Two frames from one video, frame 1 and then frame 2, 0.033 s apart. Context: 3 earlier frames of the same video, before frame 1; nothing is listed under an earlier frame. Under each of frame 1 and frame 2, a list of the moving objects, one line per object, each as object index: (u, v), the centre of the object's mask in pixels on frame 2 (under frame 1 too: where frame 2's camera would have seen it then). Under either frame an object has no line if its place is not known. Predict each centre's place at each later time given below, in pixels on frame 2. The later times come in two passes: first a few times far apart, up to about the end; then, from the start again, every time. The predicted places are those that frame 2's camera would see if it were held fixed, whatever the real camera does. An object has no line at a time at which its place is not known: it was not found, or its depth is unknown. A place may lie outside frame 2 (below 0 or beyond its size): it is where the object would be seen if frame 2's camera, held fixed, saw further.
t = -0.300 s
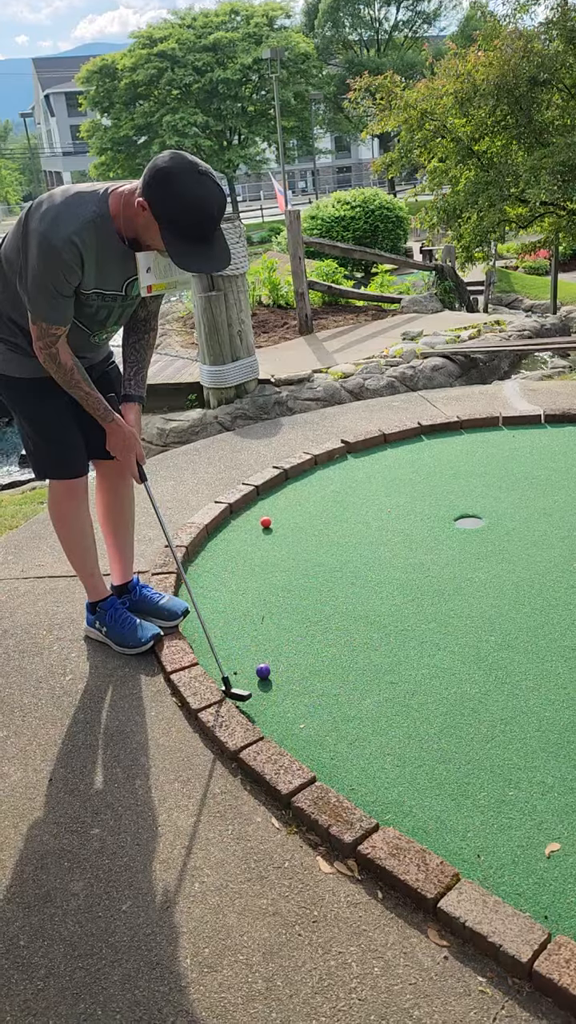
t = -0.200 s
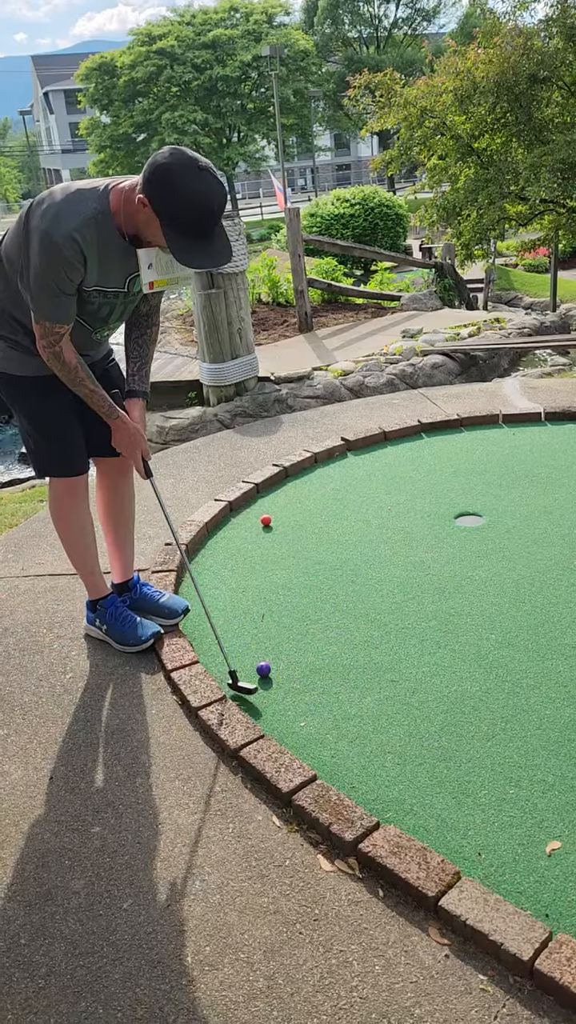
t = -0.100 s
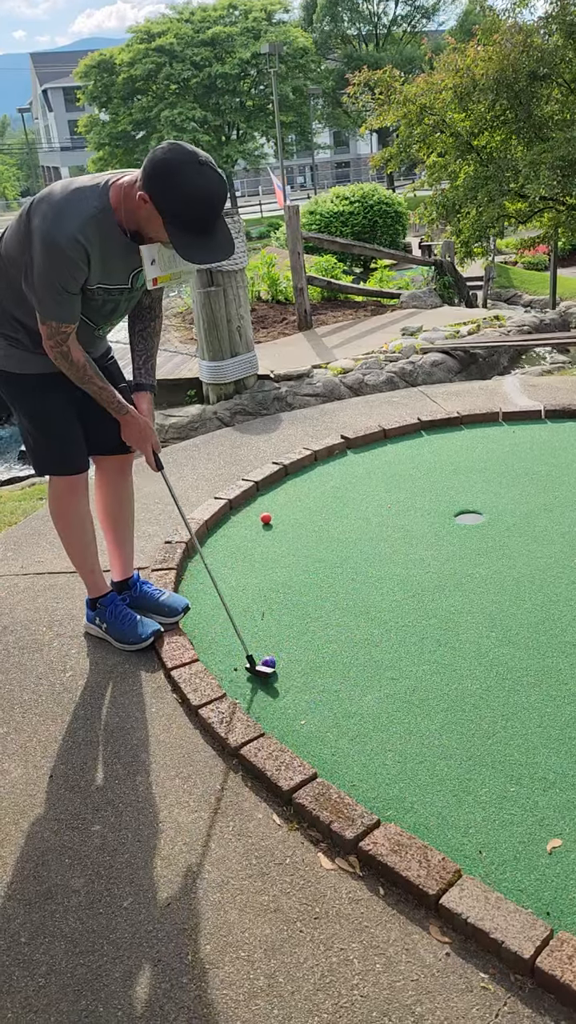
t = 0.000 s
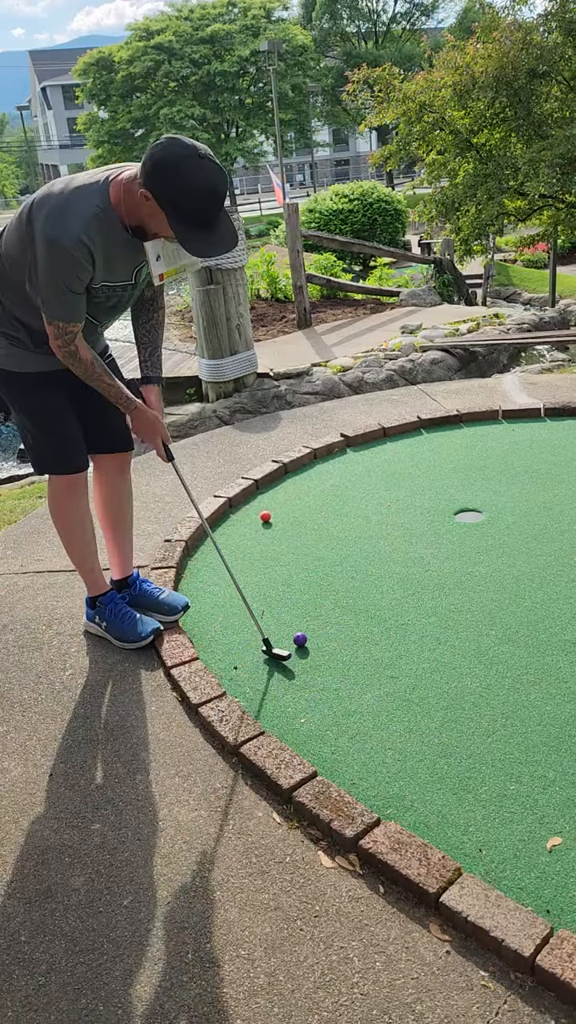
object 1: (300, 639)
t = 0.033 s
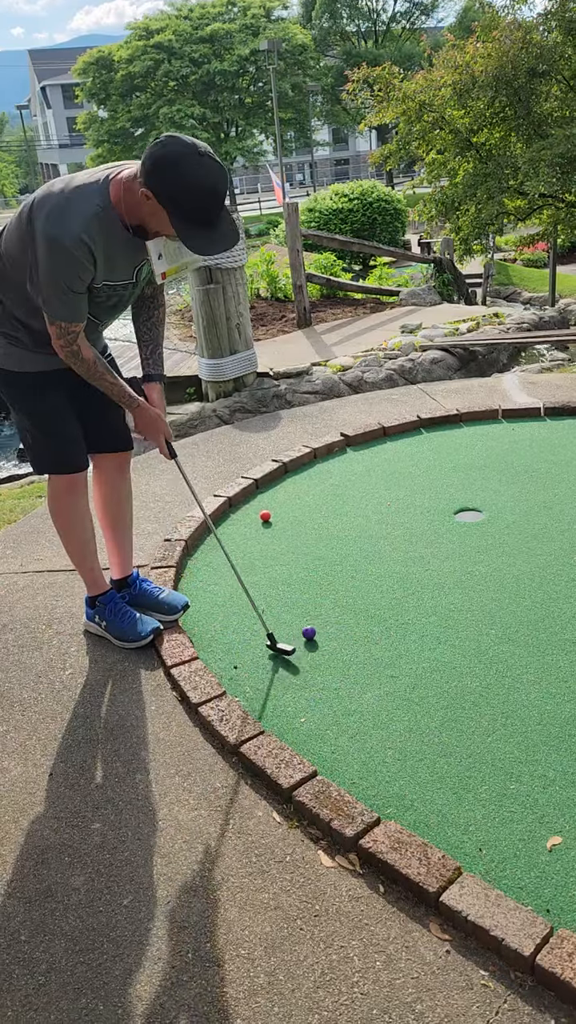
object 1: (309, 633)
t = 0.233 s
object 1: (351, 602)
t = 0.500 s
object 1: (397, 570)
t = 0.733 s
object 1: (430, 546)
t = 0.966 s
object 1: (458, 526)
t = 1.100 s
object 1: (471, 516)
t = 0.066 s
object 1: (317, 627)
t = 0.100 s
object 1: (324, 622)
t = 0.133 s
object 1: (331, 616)
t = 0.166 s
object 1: (338, 611)
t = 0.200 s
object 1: (345, 607)
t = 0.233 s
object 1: (351, 602)
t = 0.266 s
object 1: (358, 598)
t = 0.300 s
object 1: (363, 593)
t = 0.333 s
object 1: (369, 589)
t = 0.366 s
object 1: (375, 585)
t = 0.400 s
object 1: (381, 581)
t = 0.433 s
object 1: (387, 577)
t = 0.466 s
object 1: (392, 573)
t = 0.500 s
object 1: (397, 570)
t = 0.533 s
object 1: (402, 566)
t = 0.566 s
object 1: (406, 562)
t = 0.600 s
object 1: (411, 558)
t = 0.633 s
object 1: (416, 555)
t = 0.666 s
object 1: (421, 552)
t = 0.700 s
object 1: (425, 549)
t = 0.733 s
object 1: (430, 546)
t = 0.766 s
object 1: (434, 543)
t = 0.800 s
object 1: (438, 540)
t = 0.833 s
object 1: (442, 537)
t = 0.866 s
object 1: (447, 534)
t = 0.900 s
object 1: (450, 531)
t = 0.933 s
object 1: (454, 528)
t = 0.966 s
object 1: (458, 526)
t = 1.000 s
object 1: (461, 523)
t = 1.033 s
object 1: (464, 520)
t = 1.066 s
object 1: (468, 518)
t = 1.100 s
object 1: (471, 516)
